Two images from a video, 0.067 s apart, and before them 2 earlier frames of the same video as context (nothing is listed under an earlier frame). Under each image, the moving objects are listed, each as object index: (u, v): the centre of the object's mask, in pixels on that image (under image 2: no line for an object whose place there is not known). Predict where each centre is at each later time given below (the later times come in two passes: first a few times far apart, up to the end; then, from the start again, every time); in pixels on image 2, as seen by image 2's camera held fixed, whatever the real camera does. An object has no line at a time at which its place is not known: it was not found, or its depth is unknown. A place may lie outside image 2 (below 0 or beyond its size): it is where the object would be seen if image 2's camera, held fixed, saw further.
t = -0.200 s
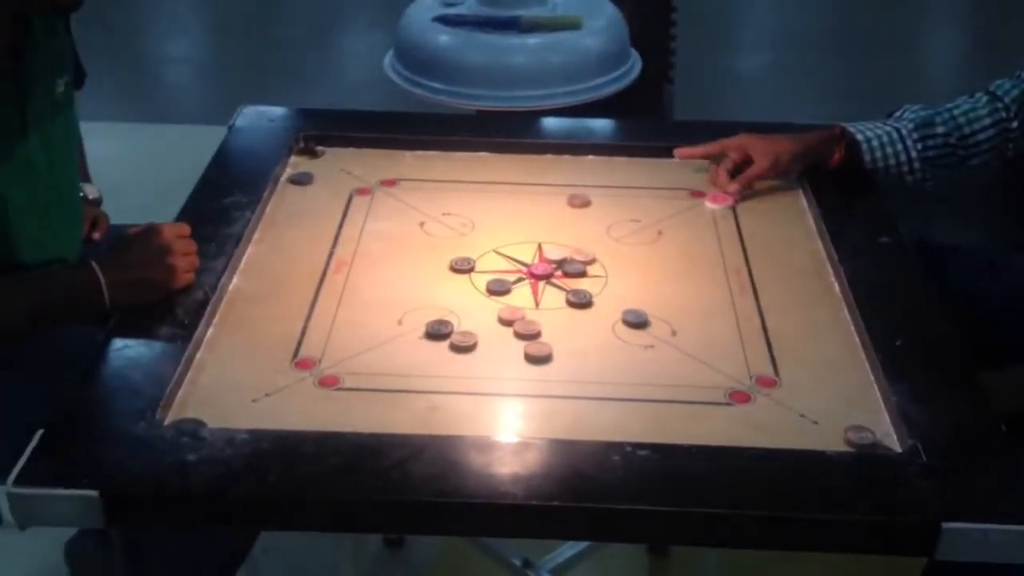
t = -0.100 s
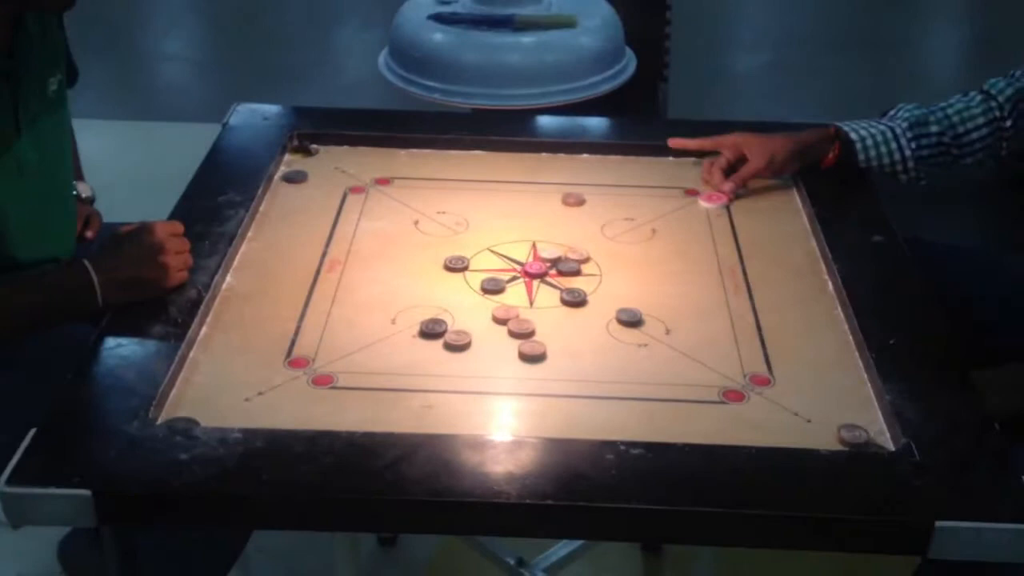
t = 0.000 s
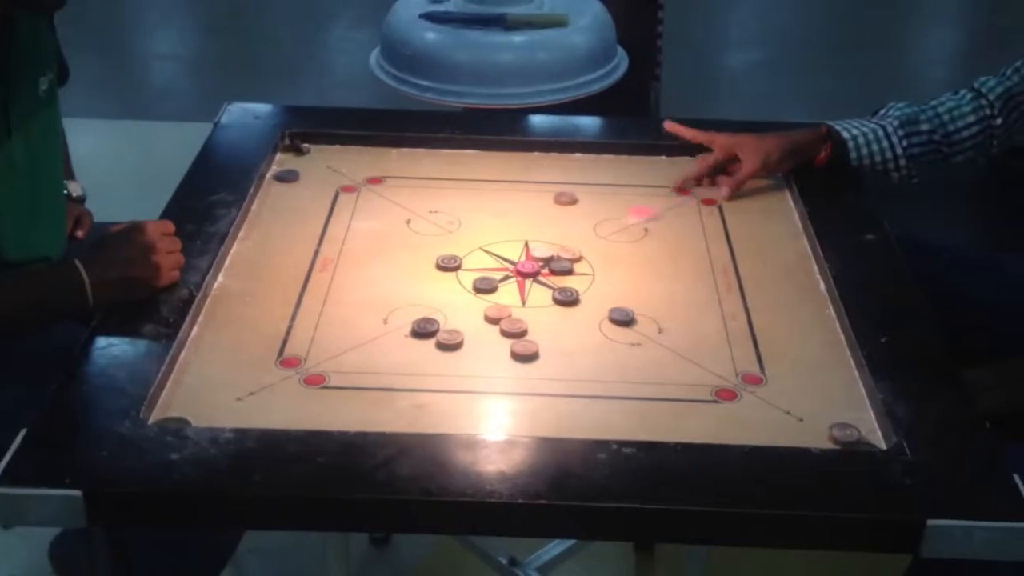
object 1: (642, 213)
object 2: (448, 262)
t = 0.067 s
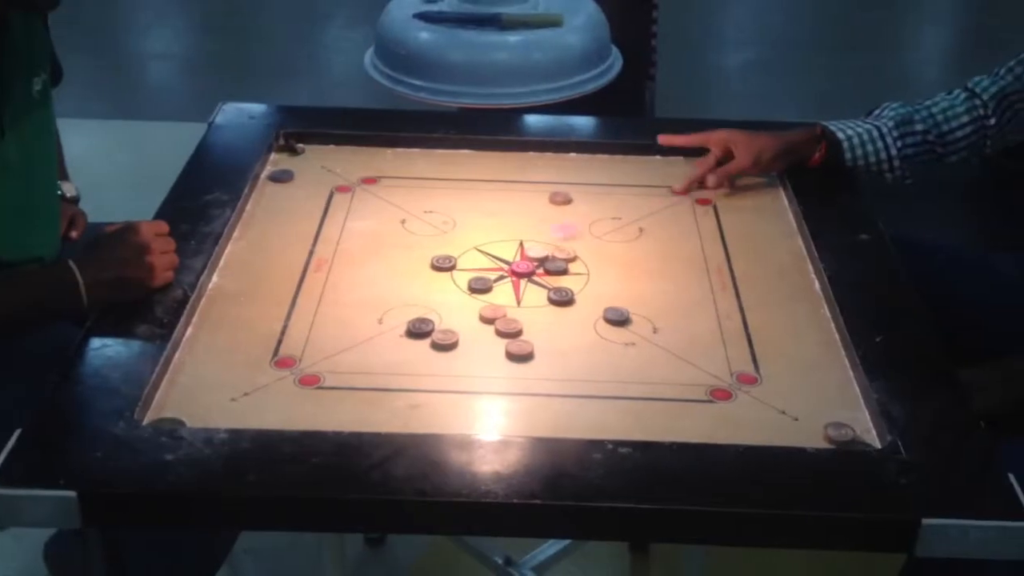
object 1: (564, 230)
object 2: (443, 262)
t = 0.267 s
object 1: (403, 255)
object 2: (306, 321)
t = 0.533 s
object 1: (312, 260)
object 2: (210, 421)
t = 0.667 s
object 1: (287, 262)
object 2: (237, 406)
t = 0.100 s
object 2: (443, 262)
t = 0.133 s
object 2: (443, 263)
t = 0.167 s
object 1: (454, 254)
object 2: (425, 271)
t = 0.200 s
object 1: (436, 255)
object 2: (385, 288)
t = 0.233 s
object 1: (421, 255)
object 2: (345, 304)
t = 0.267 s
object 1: (403, 255)
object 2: (306, 321)
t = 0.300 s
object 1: (387, 257)
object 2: (268, 338)
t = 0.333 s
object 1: (373, 257)
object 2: (228, 355)
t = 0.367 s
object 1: (360, 258)
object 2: (190, 372)
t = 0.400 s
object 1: (348, 258)
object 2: (184, 386)
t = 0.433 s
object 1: (338, 259)
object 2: (188, 404)
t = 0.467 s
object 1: (327, 259)
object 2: (195, 415)
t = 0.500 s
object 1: (318, 260)
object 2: (200, 423)
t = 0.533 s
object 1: (312, 260)
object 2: (210, 421)
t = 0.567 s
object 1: (304, 261)
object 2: (219, 417)
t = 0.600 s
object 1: (299, 261)
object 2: (226, 412)
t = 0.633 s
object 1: (293, 262)
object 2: (233, 409)
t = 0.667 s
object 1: (287, 262)
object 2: (237, 406)
